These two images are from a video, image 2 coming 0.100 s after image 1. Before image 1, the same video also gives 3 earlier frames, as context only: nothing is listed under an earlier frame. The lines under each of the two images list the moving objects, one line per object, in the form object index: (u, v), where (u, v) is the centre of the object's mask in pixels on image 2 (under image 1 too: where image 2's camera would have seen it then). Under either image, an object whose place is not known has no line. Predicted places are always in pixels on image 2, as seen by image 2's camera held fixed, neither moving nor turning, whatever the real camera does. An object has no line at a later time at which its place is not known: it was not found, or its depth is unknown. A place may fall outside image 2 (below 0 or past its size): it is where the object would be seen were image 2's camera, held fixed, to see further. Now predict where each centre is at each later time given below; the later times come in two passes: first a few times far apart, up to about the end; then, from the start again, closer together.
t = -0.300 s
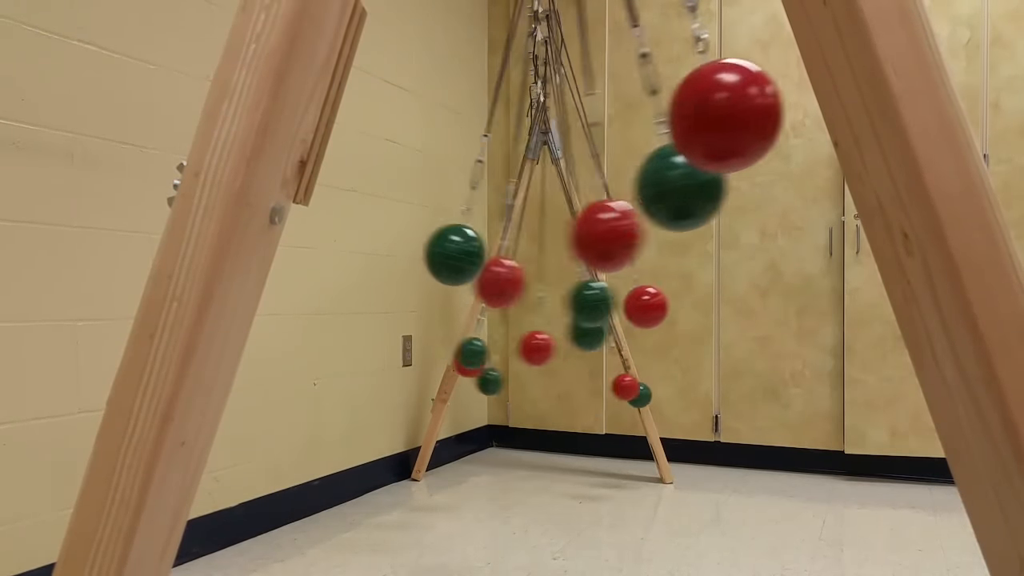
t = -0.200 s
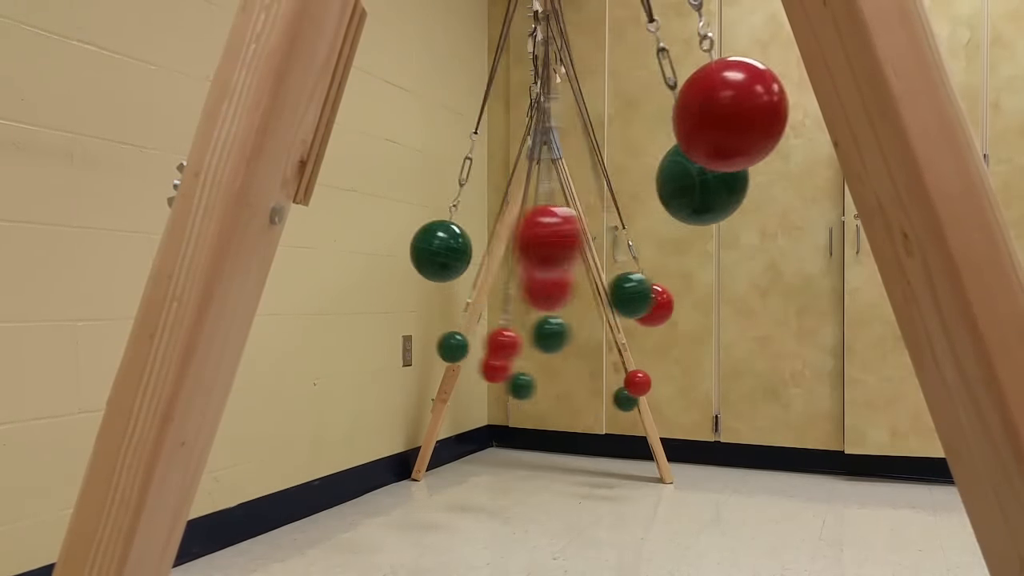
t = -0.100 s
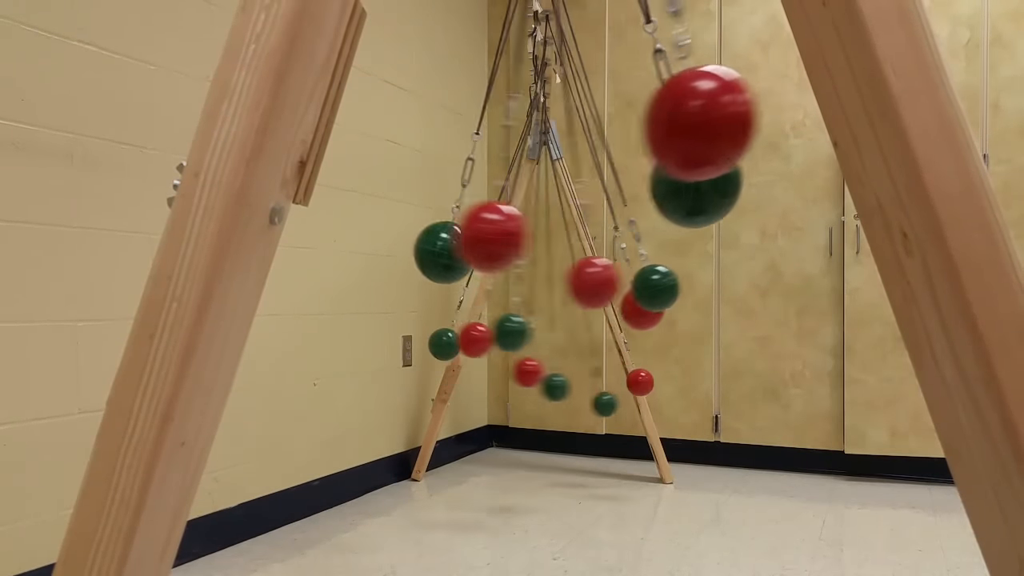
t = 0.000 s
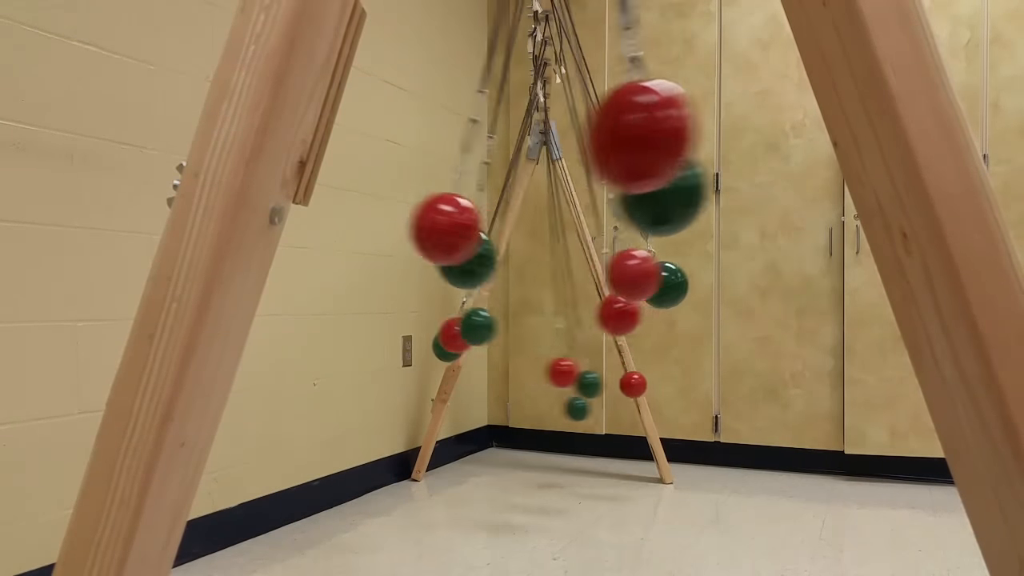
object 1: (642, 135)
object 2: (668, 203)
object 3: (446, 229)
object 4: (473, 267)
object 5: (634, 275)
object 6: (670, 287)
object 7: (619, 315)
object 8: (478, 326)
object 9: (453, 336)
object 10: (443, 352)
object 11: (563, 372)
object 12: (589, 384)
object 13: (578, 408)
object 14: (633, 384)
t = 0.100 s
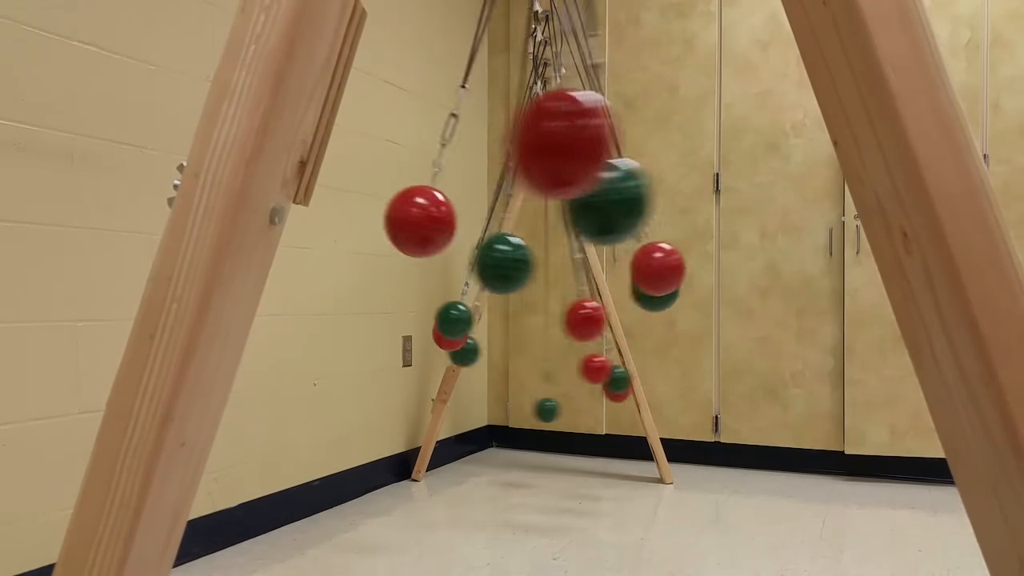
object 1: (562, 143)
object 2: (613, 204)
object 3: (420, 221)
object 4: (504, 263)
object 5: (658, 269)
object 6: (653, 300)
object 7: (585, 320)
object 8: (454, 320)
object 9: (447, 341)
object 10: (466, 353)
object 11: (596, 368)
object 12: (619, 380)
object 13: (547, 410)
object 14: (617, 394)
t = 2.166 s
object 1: (532, 142)
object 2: (452, 194)
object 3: (641, 230)
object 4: (653, 271)
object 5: (515, 284)
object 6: (465, 295)
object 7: (441, 310)
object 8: (496, 330)
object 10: (561, 362)
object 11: (642, 357)
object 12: (645, 376)
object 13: (526, 409)
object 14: (584, 395)
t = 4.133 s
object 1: (657, 132)
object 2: (703, 190)
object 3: (579, 238)
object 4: (473, 259)
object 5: (439, 276)
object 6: (470, 305)
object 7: (508, 319)
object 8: (608, 328)
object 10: (626, 355)
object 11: (642, 360)
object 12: (647, 375)
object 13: (536, 409)
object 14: (573, 396)
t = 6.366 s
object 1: (560, 143)
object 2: (425, 189)
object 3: (545, 239)
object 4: (622, 259)
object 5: (663, 270)
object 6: (657, 300)
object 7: (636, 313)
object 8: (576, 333)
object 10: (606, 364)
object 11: (522, 371)
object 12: (572, 386)
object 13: (471, 402)
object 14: (488, 392)
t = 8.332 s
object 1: (629, 138)
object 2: (689, 191)
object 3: (650, 236)
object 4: (587, 264)
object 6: (521, 309)
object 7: (534, 327)
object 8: (473, 326)
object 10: (537, 363)
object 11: (480, 365)
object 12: (544, 388)
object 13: (481, 408)
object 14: (482, 391)
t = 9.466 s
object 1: (712, 120)
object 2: (545, 204)
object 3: (635, 232)
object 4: (651, 271)
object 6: (665, 298)
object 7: (641, 314)
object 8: (628, 329)
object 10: (624, 358)
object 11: (645, 362)
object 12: (605, 381)
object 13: (629, 403)
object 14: (632, 385)
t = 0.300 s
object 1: (420, 129)
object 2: (478, 200)
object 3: (428, 230)
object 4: (593, 263)
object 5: (652, 269)
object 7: (506, 318)
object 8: (447, 317)
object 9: (473, 340)
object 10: (525, 362)
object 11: (639, 358)
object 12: (649, 375)
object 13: (488, 404)
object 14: (564, 397)
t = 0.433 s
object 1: (382, 120)
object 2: (420, 192)
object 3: (494, 236)
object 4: (639, 255)
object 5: (604, 283)
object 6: (529, 305)
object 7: (465, 312)
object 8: (477, 334)
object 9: (511, 346)
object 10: (573, 361)
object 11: (644, 356)
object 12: (642, 376)
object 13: (462, 397)
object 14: (523, 397)
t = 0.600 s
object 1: (412, 127)
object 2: (404, 199)
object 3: (590, 237)
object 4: (657, 251)
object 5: (531, 284)
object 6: (463, 294)
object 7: (438, 310)
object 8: (530, 334)
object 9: (570, 347)
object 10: (623, 353)
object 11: (622, 371)
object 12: (611, 383)
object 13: (448, 393)
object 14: (479, 390)
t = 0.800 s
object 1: (548, 143)
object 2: (484, 202)
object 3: (674, 221)
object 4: (614, 261)
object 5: (452, 273)
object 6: (425, 291)
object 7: (475, 314)
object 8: (606, 329)
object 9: (630, 340)
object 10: (651, 346)
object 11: (564, 373)
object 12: (547, 390)
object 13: (466, 399)
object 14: (452, 382)
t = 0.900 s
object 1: (629, 136)
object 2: (551, 202)
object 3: (684, 218)
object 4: (572, 267)
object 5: (435, 268)
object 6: (448, 298)
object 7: (508, 319)
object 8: (633, 322)
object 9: (642, 343)
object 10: (643, 355)
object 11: (530, 372)
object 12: (513, 388)
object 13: (485, 403)
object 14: (453, 382)
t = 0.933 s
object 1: (651, 133)
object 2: (574, 202)
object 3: (683, 219)
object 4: (556, 268)
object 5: (433, 267)
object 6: (456, 296)
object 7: (520, 320)
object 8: (639, 320)
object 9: (641, 343)
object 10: (635, 355)
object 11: (518, 371)
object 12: (503, 386)
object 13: (494, 405)
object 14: (455, 382)
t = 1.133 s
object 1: (729, 115)
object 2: (677, 190)
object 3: (620, 234)
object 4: (474, 259)
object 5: (453, 285)
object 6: (527, 304)
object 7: (599, 318)
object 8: (645, 318)
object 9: (623, 342)
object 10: (585, 360)
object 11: (464, 360)
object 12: (454, 378)
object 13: (552, 410)
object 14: (489, 392)
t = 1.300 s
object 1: (694, 125)
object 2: (701, 198)
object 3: (528, 237)
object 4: (443, 252)
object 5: (533, 287)
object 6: (603, 302)
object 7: (643, 308)
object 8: (609, 334)
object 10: (525, 362)
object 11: (447, 355)
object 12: (445, 375)
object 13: (600, 405)
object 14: (537, 397)
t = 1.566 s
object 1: (501, 142)
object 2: (584, 202)
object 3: (422, 221)
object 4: (492, 262)
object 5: (644, 272)
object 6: (672, 290)
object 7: (630, 313)
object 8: (509, 332)
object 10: (453, 347)
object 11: (483, 368)
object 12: (487, 386)
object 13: (640, 395)
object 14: (612, 390)
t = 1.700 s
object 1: (416, 128)
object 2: (497, 201)
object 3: (423, 222)
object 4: (550, 266)
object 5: (662, 267)
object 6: (645, 297)
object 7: (591, 319)
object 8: (467, 324)
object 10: (440, 348)
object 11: (524, 373)
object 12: (529, 392)
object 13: (639, 401)
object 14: (633, 385)
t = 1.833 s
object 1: (384, 120)
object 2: (432, 193)
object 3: (469, 238)
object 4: (608, 261)
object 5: (654, 271)
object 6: (606, 306)
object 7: (538, 322)
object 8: (446, 317)
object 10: (461, 355)
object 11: (570, 372)
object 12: (575, 392)
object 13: (619, 401)
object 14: (639, 383)
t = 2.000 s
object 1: (419, 129)
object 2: (400, 198)
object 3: (553, 239)
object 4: (651, 252)
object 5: (594, 283)
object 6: (532, 305)
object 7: (479, 315)
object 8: (449, 321)
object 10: (501, 359)
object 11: (618, 364)
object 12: (621, 384)
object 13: (577, 408)
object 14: (623, 394)
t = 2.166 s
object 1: (532, 142)
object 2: (452, 194)
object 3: (641, 230)
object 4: (653, 271)
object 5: (515, 284)
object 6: (465, 295)
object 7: (441, 310)
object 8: (496, 330)
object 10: (561, 362)
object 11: (642, 357)
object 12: (645, 376)
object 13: (526, 409)
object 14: (584, 395)
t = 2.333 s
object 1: (657, 132)
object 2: (552, 203)
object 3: (682, 219)
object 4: (597, 263)
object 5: (452, 273)
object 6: (426, 292)
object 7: (459, 313)
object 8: (559, 334)
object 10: (614, 355)
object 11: (638, 359)
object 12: (641, 378)
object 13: (481, 402)
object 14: (533, 397)
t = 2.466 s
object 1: (717, 118)
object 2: (635, 196)
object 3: (680, 229)
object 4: (540, 265)
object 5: (434, 267)
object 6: (448, 298)
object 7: (491, 317)
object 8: (607, 328)
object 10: (643, 348)
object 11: (610, 368)
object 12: (616, 386)
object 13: (458, 396)
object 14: (495, 393)
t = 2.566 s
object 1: (725, 116)
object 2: (676, 191)
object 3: (629, 235)
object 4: (498, 262)
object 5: (441, 270)
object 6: (470, 302)
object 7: (527, 321)
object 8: (633, 322)
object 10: (651, 350)
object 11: (581, 371)
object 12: (587, 391)
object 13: (450, 393)
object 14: (473, 388)
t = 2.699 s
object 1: (686, 127)
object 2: (703, 197)
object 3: (562, 239)
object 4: (457, 256)
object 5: (483, 286)
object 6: (524, 304)
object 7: (581, 320)
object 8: (648, 317)
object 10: (634, 356)
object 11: (536, 373)
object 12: (543, 393)
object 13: (452, 399)
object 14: (456, 383)
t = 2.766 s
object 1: (645, 134)
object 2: (697, 190)
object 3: (525, 238)
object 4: (446, 253)
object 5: (502, 285)
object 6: (555, 305)
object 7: (604, 317)
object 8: (646, 318)
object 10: (620, 357)
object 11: (513, 371)
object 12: (521, 390)
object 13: (462, 399)
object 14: (453, 382)
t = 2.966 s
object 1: (493, 141)
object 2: (603, 200)
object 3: (437, 226)
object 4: (469, 263)
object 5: (596, 282)
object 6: (638, 294)
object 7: (655, 313)
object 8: (605, 328)
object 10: (560, 362)
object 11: (461, 360)
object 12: (467, 380)
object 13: (503, 407)
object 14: (471, 392)
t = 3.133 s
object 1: (401, 124)
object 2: (497, 200)
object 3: (422, 221)
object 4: (524, 265)
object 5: (651, 270)
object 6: (670, 295)
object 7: (638, 312)
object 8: (544, 334)
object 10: (501, 359)
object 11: (448, 355)
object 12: (446, 375)
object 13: (553, 410)
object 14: (508, 395)
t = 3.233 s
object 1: (386, 120)
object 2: (445, 194)
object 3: (442, 246)
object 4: (568, 265)
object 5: (661, 267)
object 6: (652, 298)
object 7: (618, 314)
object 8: (506, 332)
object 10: (473, 353)
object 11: (451, 358)
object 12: (447, 375)
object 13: (583, 408)
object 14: (537, 397)
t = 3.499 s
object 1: (492, 140)
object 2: (417, 187)
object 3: (576, 239)
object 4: (650, 253)
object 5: (606, 285)
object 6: (566, 305)
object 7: (520, 320)
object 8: (447, 318)
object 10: (445, 353)
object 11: (519, 372)
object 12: (500, 386)
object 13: (636, 396)
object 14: (611, 390)
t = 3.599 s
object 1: (568, 142)
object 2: (454, 195)
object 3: (628, 232)
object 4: (663, 260)
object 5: (560, 285)
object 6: (520, 304)
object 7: (484, 316)
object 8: (447, 318)
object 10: (461, 357)
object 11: (553, 373)
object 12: (534, 388)
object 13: (644, 397)
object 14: (628, 386)
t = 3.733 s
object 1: (662, 130)
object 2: (533, 204)
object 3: (672, 222)
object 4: (626, 260)
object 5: (499, 282)
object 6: (464, 297)
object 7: (448, 314)
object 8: (474, 330)
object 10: (494, 360)
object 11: (596, 368)
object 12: (579, 386)
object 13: (631, 401)
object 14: (638, 383)
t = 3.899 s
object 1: (721, 117)
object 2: (635, 196)
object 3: (683, 226)
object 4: (566, 265)
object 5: (445, 271)
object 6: (429, 297)
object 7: (455, 312)
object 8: (524, 333)
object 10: (551, 364)
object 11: (633, 360)
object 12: (623, 380)
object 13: (602, 404)
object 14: (627, 393)
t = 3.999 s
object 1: (715, 119)
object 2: (673, 194)
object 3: (637, 236)
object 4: (522, 265)
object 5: (435, 268)
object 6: (441, 298)
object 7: (468, 313)
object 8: (562, 334)
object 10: (587, 361)
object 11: (641, 356)
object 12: (639, 377)
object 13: (576, 408)
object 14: (608, 391)
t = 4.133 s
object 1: (657, 132)
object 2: (703, 190)
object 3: (579, 238)
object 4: (473, 259)
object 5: (439, 276)
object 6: (470, 305)
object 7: (508, 319)
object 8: (608, 328)
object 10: (626, 355)
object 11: (642, 360)
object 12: (647, 375)
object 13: (536, 409)
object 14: (573, 396)
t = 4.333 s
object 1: (510, 142)
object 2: (638, 195)
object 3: (471, 233)
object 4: (436, 261)
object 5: (520, 285)
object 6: (554, 307)
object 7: (586, 320)
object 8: (645, 318)
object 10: (649, 352)
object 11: (595, 369)
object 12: (618, 379)
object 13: (481, 402)
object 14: (513, 395)
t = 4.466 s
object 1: (426, 130)
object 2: (558, 204)
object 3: (430, 224)
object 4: (470, 261)
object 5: (583, 284)
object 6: (614, 302)
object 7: (634, 316)
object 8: (650, 325)
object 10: (635, 357)
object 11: (551, 372)
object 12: (579, 385)
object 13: (458, 396)
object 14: (480, 390)
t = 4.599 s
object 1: (389, 121)
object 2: (476, 198)
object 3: (419, 224)
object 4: (513, 264)
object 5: (634, 275)
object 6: (657, 298)
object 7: (646, 317)
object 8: (613, 327)
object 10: (602, 364)
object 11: (507, 370)
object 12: (535, 387)
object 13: (447, 396)
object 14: (460, 384)
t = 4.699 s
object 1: (396, 123)
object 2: (435, 197)
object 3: (452, 242)
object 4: (556, 266)
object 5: (655, 269)
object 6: (666, 298)
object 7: (642, 312)
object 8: (579, 333)
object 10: (569, 367)
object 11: (479, 365)
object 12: (503, 384)
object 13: (454, 400)
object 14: (454, 382)
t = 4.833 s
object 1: (455, 136)
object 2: (402, 190)
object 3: (505, 237)
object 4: (610, 261)
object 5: (660, 269)
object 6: (648, 301)
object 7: (621, 314)
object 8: (529, 334)
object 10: (521, 368)
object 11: (455, 358)
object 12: (470, 377)
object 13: (474, 402)
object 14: (457, 388)
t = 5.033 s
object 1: (604, 140)
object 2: (458, 195)
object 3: (613, 235)
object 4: (659, 255)
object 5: (601, 287)
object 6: (579, 309)
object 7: (551, 322)
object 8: (465, 323)
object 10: (462, 358)
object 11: (448, 360)
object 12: (445, 374)
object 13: (524, 409)
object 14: (499, 394)
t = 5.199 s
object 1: (698, 123)
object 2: (557, 203)
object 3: (671, 222)
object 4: (630, 260)
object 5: (527, 285)
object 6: (503, 309)
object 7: (485, 321)
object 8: (447, 317)
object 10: (443, 352)
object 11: (485, 366)
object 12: (460, 374)
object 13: (573, 408)
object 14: (548, 397)
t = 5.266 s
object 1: (716, 118)
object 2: (599, 200)
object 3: (677, 220)
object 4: (617, 263)
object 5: (498, 282)
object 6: (476, 307)
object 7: (465, 321)
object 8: (443, 320)
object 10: (445, 353)
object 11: (504, 369)
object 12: (473, 377)
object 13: (592, 406)
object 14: (567, 397)
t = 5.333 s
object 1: (719, 118)
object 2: (636, 197)
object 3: (685, 225)
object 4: (591, 263)
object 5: (472, 278)
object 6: (454, 304)
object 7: (456, 321)
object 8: (458, 334)
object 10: (453, 356)
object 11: (526, 372)
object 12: (490, 381)
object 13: (609, 404)
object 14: (587, 395)
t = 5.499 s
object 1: (666, 131)
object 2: (697, 197)
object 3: (625, 232)
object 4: (520, 265)
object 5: (437, 269)
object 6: (434, 299)
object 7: (454, 312)
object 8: (502, 331)
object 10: (492, 366)
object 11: (582, 370)
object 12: (542, 387)
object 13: (638, 399)
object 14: (622, 388)
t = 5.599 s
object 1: (603, 140)
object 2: (689, 184)
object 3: (573, 239)
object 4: (483, 260)
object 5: (436, 270)
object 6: (445, 300)
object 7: (467, 314)
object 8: (540, 334)
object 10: (527, 370)
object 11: (609, 366)
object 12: (575, 386)
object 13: (641, 400)
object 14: (634, 384)
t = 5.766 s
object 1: (478, 139)
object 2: (634, 196)
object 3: (485, 236)
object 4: (440, 257)
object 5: (483, 289)
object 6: (493, 311)
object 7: (517, 322)
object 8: (600, 330)
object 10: (585, 368)
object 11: (637, 358)
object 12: (621, 379)
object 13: (626, 403)
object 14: (637, 388)
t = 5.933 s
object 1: (399, 124)
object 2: (533, 203)
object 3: (430, 224)
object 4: (466, 261)
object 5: (553, 286)
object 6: (567, 316)
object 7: (585, 325)
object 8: (639, 320)
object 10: (631, 359)
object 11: (643, 363)
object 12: (645, 376)
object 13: (591, 407)
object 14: (607, 391)
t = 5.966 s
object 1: (393, 123)
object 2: (513, 202)
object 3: (426, 223)
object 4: (471, 260)
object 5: (568, 286)
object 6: (582, 316)
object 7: (597, 325)
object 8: (642, 319)
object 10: (637, 357)
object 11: (632, 367)
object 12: (647, 375)
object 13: (583, 408)
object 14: (599, 393)
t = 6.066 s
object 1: (395, 123)
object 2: (459, 197)
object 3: (417, 231)
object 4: (503, 263)
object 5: (611, 281)
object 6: (622, 311)
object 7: (627, 324)
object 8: (651, 320)
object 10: (647, 353)
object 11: (615, 365)
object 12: (641, 374)
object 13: (554, 410)
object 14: (573, 396)
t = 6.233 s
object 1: (466, 138)
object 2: (406, 191)
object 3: (477, 234)
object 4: (572, 265)
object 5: (655, 269)
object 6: (661, 300)
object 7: (643, 313)
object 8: (618, 327)
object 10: (637, 357)
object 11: (566, 372)
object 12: (611, 380)
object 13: (504, 408)
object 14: (523, 397)
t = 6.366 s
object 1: (560, 143)
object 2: (425, 189)
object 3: (545, 239)
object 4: (622, 259)
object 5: (663, 270)
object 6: (657, 300)
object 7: (636, 313)
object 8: (576, 333)
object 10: (606, 364)
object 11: (522, 371)
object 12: (572, 386)
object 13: (471, 402)
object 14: (488, 392)
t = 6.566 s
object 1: (689, 126)
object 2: (517, 203)
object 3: (644, 229)
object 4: (657, 270)
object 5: (602, 283)
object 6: (602, 314)
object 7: (581, 325)
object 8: (502, 331)
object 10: (538, 370)
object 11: (468, 362)
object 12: (508, 385)
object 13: (450, 399)
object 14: (457, 384)
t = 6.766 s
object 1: (711, 120)
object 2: (636, 196)
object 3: (686, 225)
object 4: (612, 262)
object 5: (513, 285)
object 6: (512, 317)
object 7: (506, 330)
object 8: (454, 320)
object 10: (475, 362)
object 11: (449, 357)
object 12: (461, 378)
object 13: (463, 403)
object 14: (464, 391)
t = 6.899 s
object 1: (658, 133)
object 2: (690, 198)
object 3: (642, 235)
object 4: (560, 265)
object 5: (462, 276)
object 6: (464, 308)
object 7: (471, 322)
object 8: (442, 322)
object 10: (450, 355)
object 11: (465, 364)
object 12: (445, 373)
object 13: (490, 408)
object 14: (485, 391)
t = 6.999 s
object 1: (590, 141)
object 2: (689, 184)
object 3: (605, 235)
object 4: (518, 264)
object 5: (441, 270)
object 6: (442, 301)
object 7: (456, 315)
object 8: (465, 330)
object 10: (443, 352)
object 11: (483, 366)
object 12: (452, 372)
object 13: (515, 413)
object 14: (510, 396)
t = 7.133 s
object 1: (492, 140)
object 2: (659, 191)
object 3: (534, 238)
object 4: (471, 259)
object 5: (433, 272)
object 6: (437, 300)
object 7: (456, 313)
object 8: (495, 330)
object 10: (456, 354)
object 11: (521, 372)
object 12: (472, 377)
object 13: (556, 414)
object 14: (549, 398)
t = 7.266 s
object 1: (418, 129)
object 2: (594, 201)
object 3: (467, 232)
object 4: (439, 264)
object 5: (473, 287)
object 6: (463, 308)
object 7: (480, 321)
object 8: (543, 334)
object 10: (490, 361)
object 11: (566, 372)
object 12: (506, 384)
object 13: (593, 412)
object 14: (587, 395)
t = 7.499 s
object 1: (409, 127)
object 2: (459, 199)
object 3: (415, 231)
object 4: (481, 261)
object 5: (567, 286)
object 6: (556, 317)
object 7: (559, 333)
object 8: (620, 325)
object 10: (569, 365)
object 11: (626, 361)
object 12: (582, 386)
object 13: (635, 402)
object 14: (630, 387)
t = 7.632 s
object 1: (476, 139)
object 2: (412, 191)
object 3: (457, 236)
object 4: (532, 265)
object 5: (621, 278)
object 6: (612, 311)
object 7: (604, 325)
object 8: (644, 321)
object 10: (610, 361)
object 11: (641, 359)
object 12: (617, 380)
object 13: (638, 401)
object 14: (638, 386)
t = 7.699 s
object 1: (520, 143)
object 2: (413, 186)
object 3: (480, 234)
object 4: (560, 265)
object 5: (641, 273)
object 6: (634, 305)
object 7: (621, 320)
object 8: (652, 324)
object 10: (627, 359)
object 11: (644, 362)
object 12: (629, 379)
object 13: (634, 402)
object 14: (633, 392)
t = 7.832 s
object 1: (619, 139)
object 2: (439, 192)
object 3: (549, 239)
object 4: (613, 261)
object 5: (661, 269)
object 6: (660, 299)
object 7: (641, 313)
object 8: (626, 328)
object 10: (646, 354)
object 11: (622, 364)
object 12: (645, 375)
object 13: (615, 408)
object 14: (612, 391)
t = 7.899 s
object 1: (660, 132)
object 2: (466, 197)
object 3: (586, 238)
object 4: (637, 260)
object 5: (665, 274)
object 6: (663, 299)
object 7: (642, 313)
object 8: (614, 327)
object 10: (647, 351)
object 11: (608, 366)
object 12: (641, 373)
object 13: (600, 411)
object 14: (598, 393)
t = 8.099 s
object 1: (715, 119)
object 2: (583, 202)
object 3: (665, 224)
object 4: (642, 265)
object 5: (601, 282)
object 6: (623, 307)
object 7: (611, 326)
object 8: (548, 334)
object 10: (614, 357)
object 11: (549, 372)
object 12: (614, 381)
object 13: (544, 416)
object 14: (542, 399)
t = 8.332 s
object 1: (629, 138)
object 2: (689, 191)
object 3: (650, 236)
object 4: (587, 264)
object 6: (521, 309)
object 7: (534, 327)
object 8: (473, 326)
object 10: (537, 363)
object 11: (480, 365)
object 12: (544, 388)
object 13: (481, 408)
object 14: (482, 391)
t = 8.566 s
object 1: (464, 137)
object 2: (656, 192)
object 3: (549, 240)
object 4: (492, 262)
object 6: (447, 301)
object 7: (464, 315)
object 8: (444, 329)
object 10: (471, 358)
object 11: (447, 360)
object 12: (477, 379)
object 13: (452, 400)
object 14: (455, 384)
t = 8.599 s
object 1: (445, 134)
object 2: (642, 195)
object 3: (531, 239)
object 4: (479, 261)
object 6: (441, 300)
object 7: (460, 314)
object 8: (453, 333)
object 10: (464, 357)
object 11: (447, 361)
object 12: (471, 377)
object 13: (451, 399)
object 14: (454, 385)
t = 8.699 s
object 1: (405, 126)
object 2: (589, 202)
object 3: (480, 236)
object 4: (448, 265)
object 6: (434, 300)
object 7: (455, 314)
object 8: (474, 328)
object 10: (447, 354)
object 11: (465, 364)
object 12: (452, 377)
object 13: (455, 400)
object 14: (466, 389)
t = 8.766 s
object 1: (395, 123)
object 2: (549, 204)
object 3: (454, 231)
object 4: (447, 272)
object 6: (441, 300)
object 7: (458, 318)
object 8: (488, 329)
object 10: (444, 349)
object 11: (474, 364)
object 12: (449, 373)
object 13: (463, 402)
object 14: (473, 389)
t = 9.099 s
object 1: (532, 143)
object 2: (415, 186)
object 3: (459, 235)
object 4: (519, 265)
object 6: (566, 308)
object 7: (547, 326)
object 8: (602, 329)
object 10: (516, 361)
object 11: (572, 371)
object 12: (494, 382)
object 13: (544, 412)
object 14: (559, 398)
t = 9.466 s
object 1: (712, 120)
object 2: (545, 204)
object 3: (635, 232)
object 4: (651, 271)
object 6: (665, 298)
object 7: (641, 314)
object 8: (628, 329)
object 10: (624, 358)
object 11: (645, 362)
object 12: (605, 381)
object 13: (629, 403)
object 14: (632, 385)
